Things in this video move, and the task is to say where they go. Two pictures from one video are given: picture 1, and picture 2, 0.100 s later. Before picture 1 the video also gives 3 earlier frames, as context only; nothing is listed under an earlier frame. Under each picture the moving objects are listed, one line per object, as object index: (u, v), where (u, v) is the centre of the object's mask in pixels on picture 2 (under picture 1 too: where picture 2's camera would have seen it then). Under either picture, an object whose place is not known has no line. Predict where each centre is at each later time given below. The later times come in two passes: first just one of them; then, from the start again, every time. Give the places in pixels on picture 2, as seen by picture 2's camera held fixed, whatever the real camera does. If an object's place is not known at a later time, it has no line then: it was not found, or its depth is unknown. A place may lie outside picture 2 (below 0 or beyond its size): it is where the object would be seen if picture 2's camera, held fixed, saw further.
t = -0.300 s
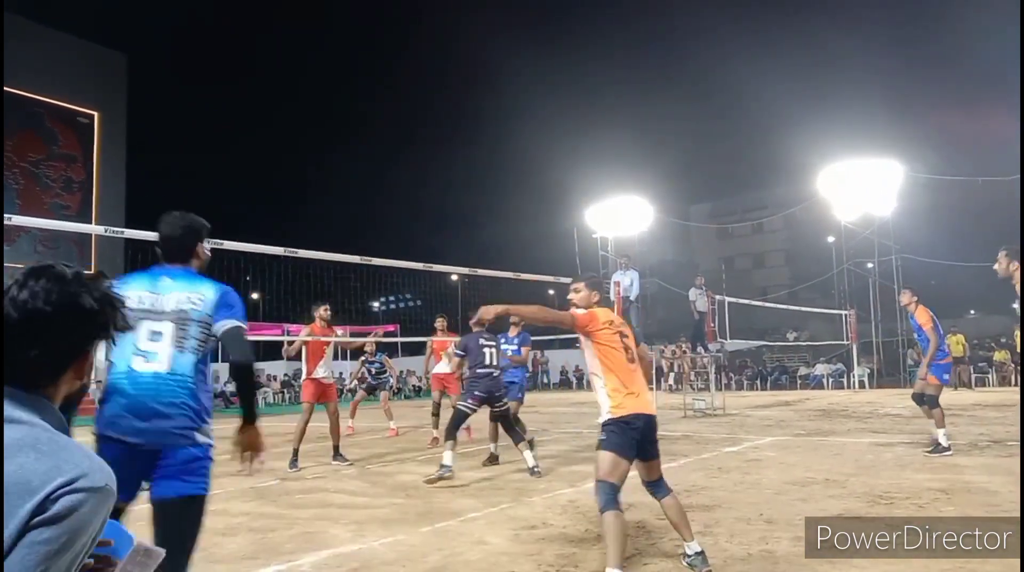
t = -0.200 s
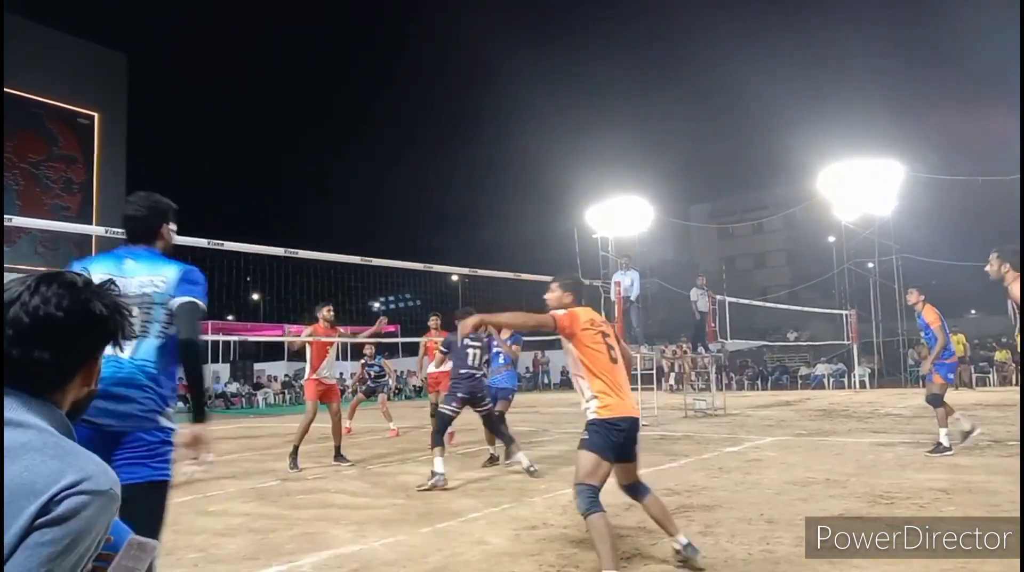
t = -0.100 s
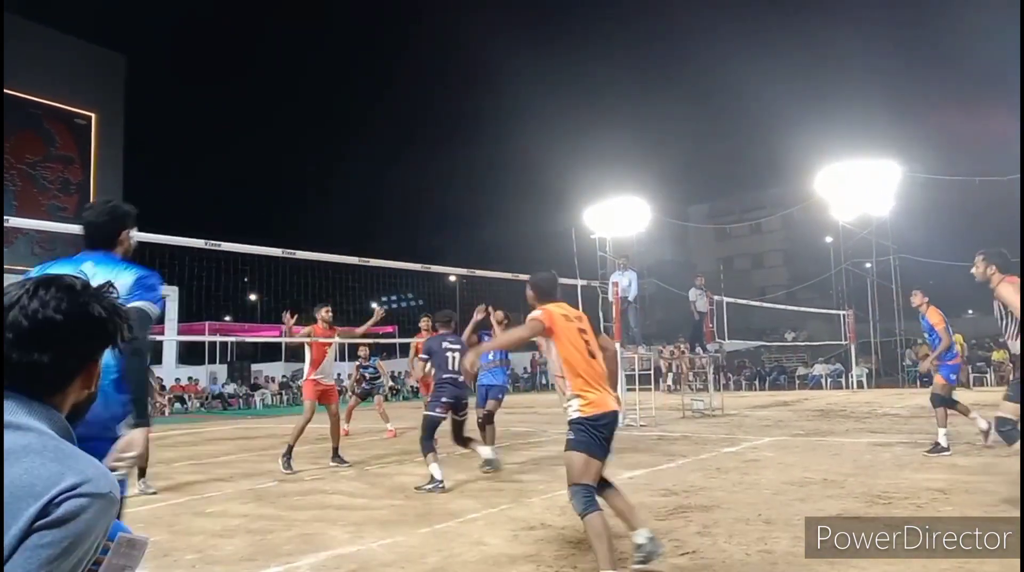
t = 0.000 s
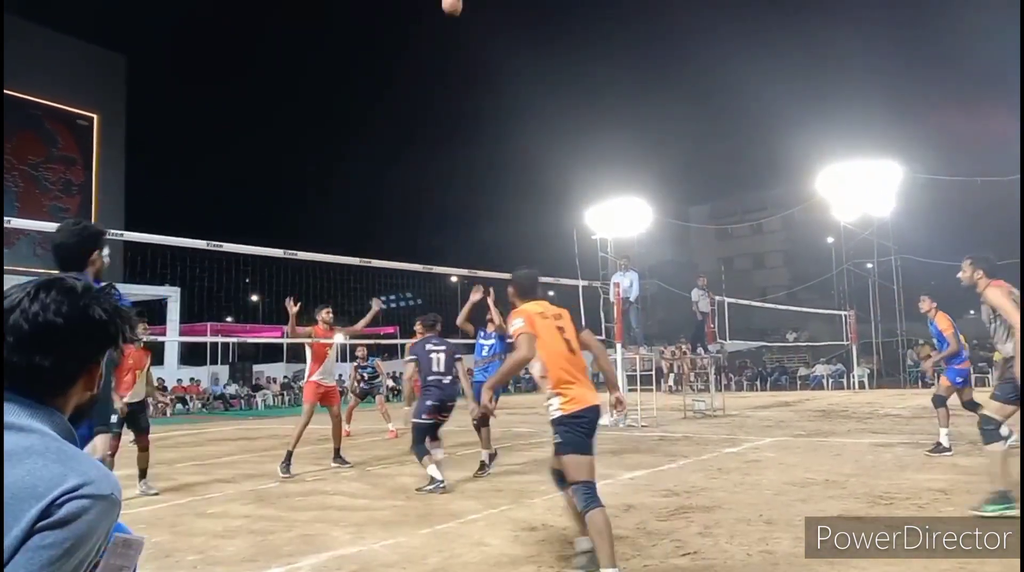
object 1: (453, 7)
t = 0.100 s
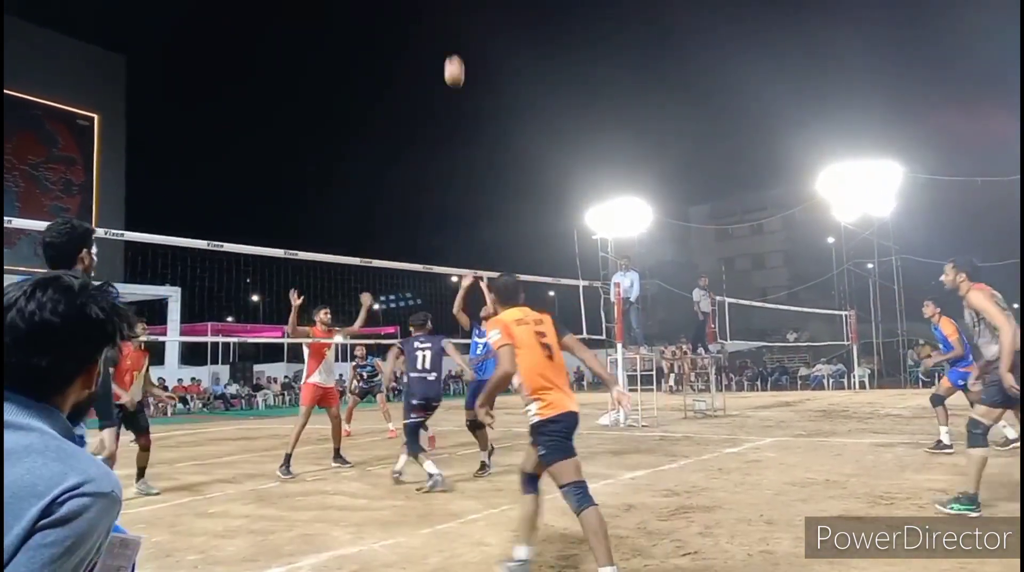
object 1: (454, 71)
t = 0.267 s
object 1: (458, 206)
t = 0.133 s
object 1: (455, 97)
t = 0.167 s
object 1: (455, 123)
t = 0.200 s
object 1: (456, 150)
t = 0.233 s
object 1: (457, 178)
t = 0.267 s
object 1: (458, 206)
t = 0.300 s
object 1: (459, 235)
